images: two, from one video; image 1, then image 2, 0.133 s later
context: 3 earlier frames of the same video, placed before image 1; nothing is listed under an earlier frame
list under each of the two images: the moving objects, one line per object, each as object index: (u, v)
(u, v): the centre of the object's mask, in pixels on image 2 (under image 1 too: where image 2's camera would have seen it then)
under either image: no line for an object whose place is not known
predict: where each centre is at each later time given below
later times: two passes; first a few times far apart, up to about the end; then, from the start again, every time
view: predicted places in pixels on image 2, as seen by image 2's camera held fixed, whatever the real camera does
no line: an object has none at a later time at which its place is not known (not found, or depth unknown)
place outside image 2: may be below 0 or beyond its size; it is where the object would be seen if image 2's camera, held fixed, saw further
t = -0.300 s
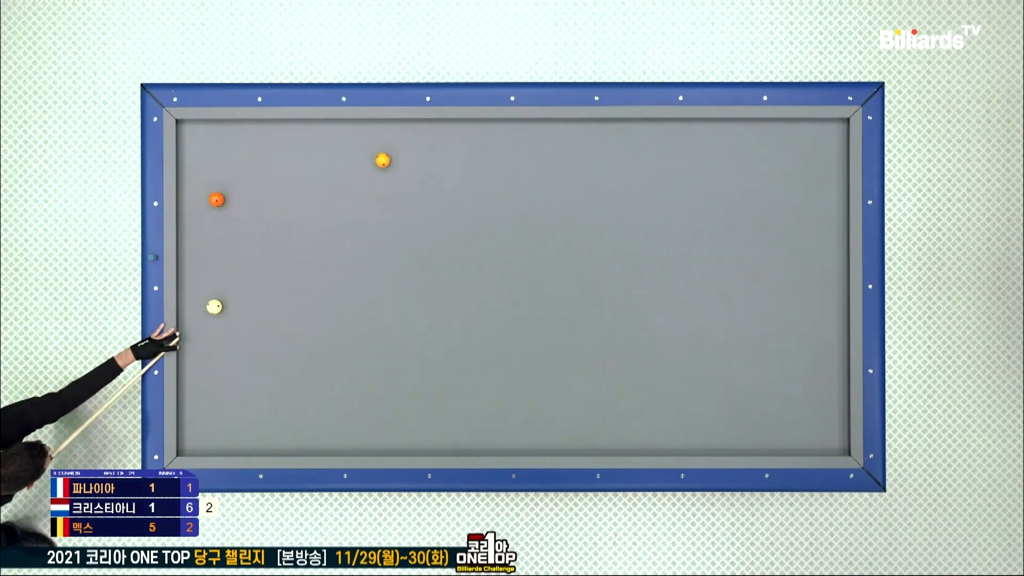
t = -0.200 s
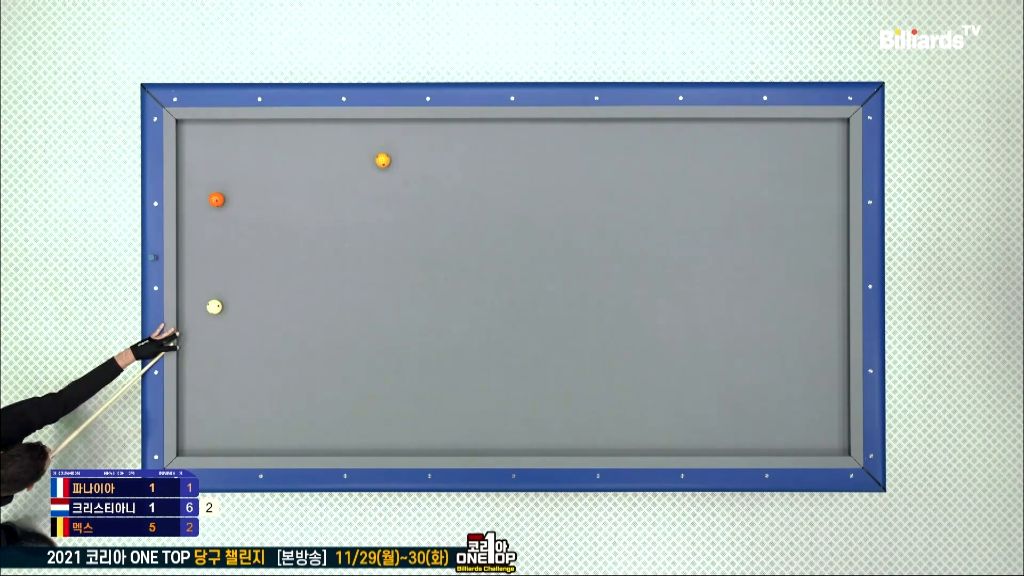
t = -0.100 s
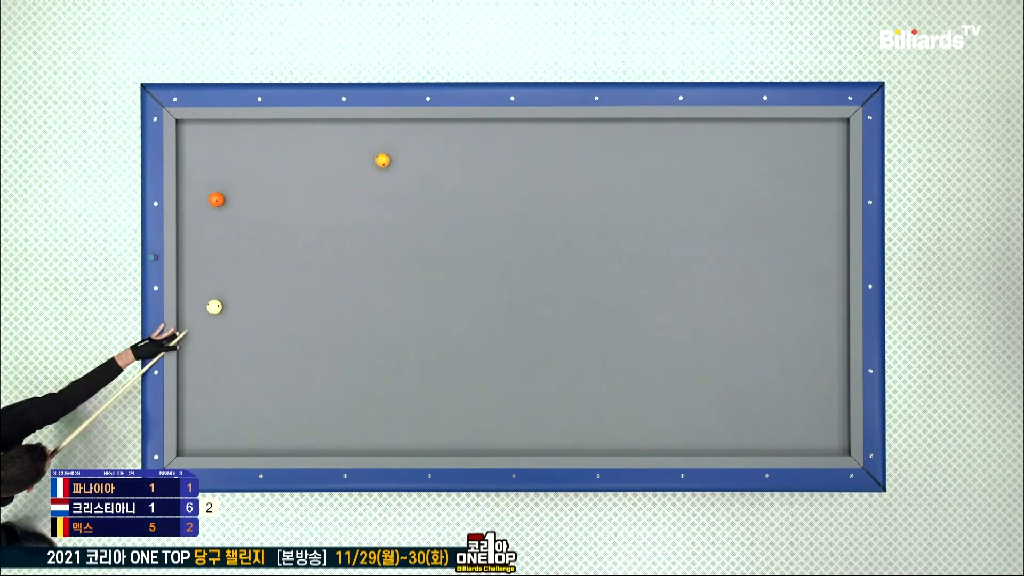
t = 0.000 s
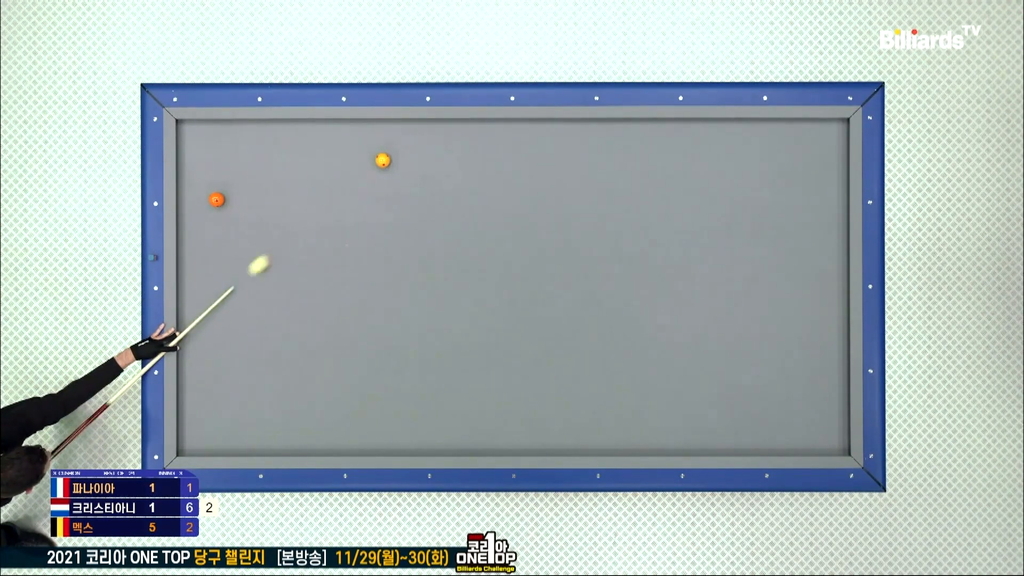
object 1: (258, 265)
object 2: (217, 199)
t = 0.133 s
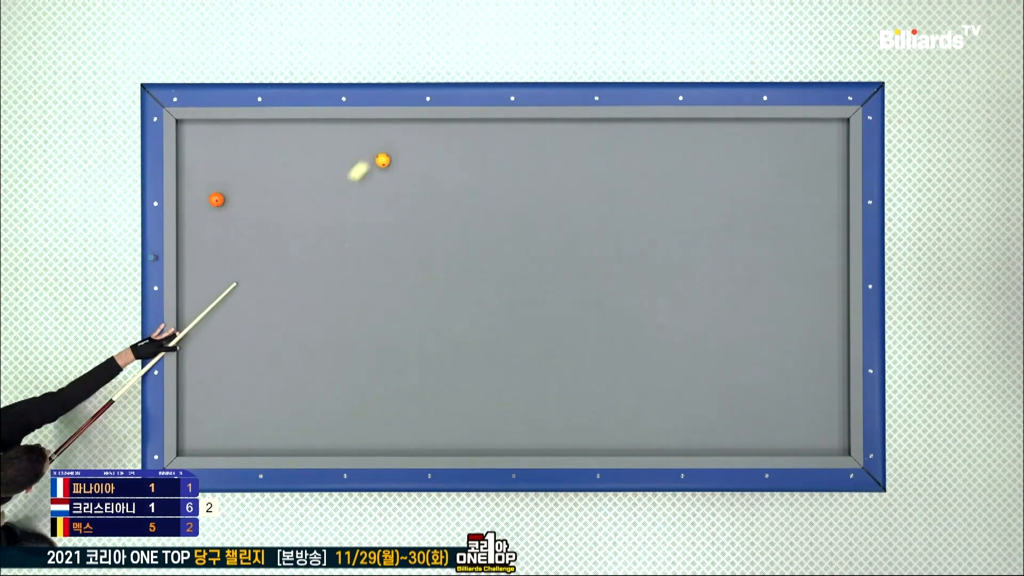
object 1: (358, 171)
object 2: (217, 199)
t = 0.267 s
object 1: (355, 146)
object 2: (217, 199)
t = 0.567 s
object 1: (307, 256)
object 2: (217, 199)
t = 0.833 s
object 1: (270, 338)
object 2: (217, 199)
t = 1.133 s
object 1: (228, 428)
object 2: (217, 199)
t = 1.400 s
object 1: (207, 410)
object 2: (217, 199)
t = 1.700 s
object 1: (189, 364)
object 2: (217, 199)
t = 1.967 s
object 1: (189, 327)
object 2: (217, 199)
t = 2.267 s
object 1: (198, 290)
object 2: (217, 199)
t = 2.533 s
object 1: (206, 257)
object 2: (217, 199)
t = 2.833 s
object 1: (215, 222)
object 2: (217, 199)
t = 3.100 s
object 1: (223, 210)
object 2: (215, 183)
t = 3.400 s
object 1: (232, 203)
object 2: (213, 163)
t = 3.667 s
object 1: (240, 197)
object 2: (212, 145)
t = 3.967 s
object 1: (248, 191)
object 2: (210, 127)
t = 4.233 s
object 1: (254, 186)
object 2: (209, 135)
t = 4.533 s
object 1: (261, 181)
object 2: (208, 145)
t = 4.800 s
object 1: (265, 177)
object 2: (206, 153)
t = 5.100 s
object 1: (270, 173)
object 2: (205, 161)
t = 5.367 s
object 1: (274, 170)
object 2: (204, 167)
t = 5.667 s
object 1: (277, 168)
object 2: (203, 174)
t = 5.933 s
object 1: (280, 166)
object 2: (202, 179)
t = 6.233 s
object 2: (201, 183)
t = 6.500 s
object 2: (200, 187)
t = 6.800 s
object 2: (199, 190)
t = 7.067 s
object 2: (199, 192)
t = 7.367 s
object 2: (198, 194)
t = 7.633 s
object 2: (198, 194)
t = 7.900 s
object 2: (197, 194)
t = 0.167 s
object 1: (367, 150)
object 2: (217, 199)
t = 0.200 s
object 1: (366, 132)
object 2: (217, 199)
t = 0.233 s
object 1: (361, 132)
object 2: (217, 199)
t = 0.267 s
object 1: (355, 146)
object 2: (217, 199)
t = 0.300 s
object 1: (349, 161)
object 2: (217, 199)
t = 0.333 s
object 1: (343, 174)
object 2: (217, 199)
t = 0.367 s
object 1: (338, 188)
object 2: (217, 199)
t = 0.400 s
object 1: (332, 200)
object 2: (217, 199)
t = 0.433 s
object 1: (327, 213)
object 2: (217, 199)
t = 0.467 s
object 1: (322, 224)
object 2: (217, 199)
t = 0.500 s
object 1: (316, 236)
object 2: (217, 199)
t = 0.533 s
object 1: (311, 246)
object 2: (217, 199)
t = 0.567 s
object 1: (307, 256)
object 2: (217, 199)
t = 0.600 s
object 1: (302, 266)
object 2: (217, 199)
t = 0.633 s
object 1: (298, 277)
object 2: (217, 199)
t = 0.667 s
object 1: (293, 287)
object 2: (217, 199)
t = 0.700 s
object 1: (288, 297)
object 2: (217, 199)
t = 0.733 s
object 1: (283, 307)
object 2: (217, 199)
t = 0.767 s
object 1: (279, 317)
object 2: (217, 199)
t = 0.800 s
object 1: (274, 328)
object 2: (217, 199)
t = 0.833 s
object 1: (270, 338)
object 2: (217, 199)
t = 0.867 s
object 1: (265, 348)
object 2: (217, 199)
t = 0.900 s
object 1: (260, 358)
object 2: (217, 199)
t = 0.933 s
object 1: (256, 368)
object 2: (217, 199)
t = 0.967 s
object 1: (251, 378)
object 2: (217, 199)
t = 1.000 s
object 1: (247, 388)
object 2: (217, 199)
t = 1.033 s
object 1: (242, 398)
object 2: (217, 199)
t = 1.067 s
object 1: (237, 408)
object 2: (216, 199)
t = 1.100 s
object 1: (233, 418)
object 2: (217, 199)
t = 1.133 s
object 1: (228, 428)
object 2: (217, 199)
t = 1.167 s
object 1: (223, 439)
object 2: (217, 199)
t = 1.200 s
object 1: (219, 448)
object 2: (217, 199)
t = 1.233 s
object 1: (217, 444)
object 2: (217, 199)
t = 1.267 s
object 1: (215, 436)
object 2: (217, 199)
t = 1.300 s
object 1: (213, 429)
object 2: (217, 199)
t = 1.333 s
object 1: (211, 422)
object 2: (217, 199)
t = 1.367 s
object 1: (210, 415)
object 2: (217, 199)
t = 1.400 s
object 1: (207, 410)
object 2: (217, 199)
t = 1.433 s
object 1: (206, 404)
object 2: (217, 199)
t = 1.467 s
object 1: (203, 399)
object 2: (217, 199)
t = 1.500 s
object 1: (202, 394)
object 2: (217, 199)
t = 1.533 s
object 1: (200, 389)
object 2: (217, 199)
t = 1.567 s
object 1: (198, 384)
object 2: (217, 199)
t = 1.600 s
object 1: (196, 379)
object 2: (217, 199)
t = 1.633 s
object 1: (194, 374)
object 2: (217, 199)
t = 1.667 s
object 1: (191, 369)
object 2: (217, 199)
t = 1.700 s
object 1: (189, 364)
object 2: (217, 199)
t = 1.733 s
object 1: (187, 359)
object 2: (217, 199)
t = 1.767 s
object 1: (185, 354)
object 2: (217, 199)
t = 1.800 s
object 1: (184, 349)
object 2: (217, 199)
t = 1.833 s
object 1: (185, 344)
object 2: (217, 199)
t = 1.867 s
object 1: (186, 340)
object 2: (217, 199)
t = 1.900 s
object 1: (187, 336)
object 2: (217, 199)
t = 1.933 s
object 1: (188, 332)
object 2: (217, 199)
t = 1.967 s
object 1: (189, 327)
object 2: (217, 199)
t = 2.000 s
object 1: (190, 323)
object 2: (217, 199)
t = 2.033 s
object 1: (191, 319)
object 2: (217, 199)
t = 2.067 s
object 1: (192, 315)
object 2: (217, 199)
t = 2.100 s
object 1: (193, 311)
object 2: (217, 199)
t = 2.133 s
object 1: (194, 306)
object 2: (217, 199)
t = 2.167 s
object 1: (195, 302)
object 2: (217, 199)
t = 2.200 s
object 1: (196, 298)
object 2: (217, 199)
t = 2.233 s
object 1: (197, 294)
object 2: (217, 199)
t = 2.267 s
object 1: (198, 290)
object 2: (217, 199)
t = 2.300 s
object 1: (199, 286)
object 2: (217, 199)
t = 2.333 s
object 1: (200, 282)
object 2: (217, 199)
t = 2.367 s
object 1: (201, 278)
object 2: (217, 199)
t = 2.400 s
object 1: (202, 273)
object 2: (217, 199)
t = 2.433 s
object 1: (203, 269)
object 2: (217, 199)
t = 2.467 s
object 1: (204, 265)
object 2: (217, 199)
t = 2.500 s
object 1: (205, 261)
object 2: (217, 199)
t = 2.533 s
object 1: (206, 257)
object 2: (217, 199)
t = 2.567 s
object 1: (207, 253)
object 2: (217, 199)
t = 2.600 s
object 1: (208, 249)
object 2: (217, 199)
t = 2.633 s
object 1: (209, 245)
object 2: (217, 199)
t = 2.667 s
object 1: (210, 241)
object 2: (217, 199)
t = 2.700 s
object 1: (211, 237)
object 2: (217, 199)
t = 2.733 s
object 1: (212, 234)
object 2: (217, 199)
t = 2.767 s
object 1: (213, 230)
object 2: (217, 199)
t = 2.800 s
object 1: (214, 226)
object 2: (217, 199)
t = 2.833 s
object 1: (215, 222)
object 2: (217, 199)
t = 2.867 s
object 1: (216, 218)
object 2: (217, 199)
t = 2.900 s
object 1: (217, 215)
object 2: (217, 199)
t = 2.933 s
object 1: (218, 214)
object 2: (216, 196)
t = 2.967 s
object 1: (219, 213)
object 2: (216, 193)
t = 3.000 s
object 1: (220, 213)
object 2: (216, 190)
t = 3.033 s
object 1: (221, 212)
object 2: (216, 188)
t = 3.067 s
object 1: (222, 211)
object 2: (215, 185)
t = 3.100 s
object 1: (223, 210)
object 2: (215, 183)
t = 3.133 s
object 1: (224, 209)
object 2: (215, 180)
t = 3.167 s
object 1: (225, 208)
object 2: (215, 178)
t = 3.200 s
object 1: (226, 207)
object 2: (214, 176)
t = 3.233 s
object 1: (227, 206)
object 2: (214, 174)
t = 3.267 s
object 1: (229, 206)
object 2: (214, 171)
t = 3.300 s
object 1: (229, 205)
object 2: (214, 169)
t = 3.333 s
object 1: (230, 204)
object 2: (214, 167)
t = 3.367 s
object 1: (231, 203)
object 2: (213, 165)
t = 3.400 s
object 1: (232, 203)
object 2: (213, 163)
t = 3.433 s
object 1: (234, 202)
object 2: (213, 161)
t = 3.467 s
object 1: (234, 201)
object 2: (213, 158)
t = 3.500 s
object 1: (236, 200)
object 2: (213, 156)
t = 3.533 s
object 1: (236, 200)
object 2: (213, 153)
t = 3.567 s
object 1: (237, 199)
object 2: (213, 151)
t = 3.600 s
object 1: (238, 198)
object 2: (212, 149)
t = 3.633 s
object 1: (239, 197)
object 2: (212, 147)
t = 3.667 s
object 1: (240, 197)
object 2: (212, 145)
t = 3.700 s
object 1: (241, 196)
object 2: (212, 143)
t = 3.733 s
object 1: (242, 196)
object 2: (211, 141)
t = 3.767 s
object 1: (243, 195)
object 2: (211, 139)
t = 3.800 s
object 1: (244, 194)
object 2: (211, 137)
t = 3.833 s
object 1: (245, 193)
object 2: (211, 135)
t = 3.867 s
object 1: (245, 193)
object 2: (211, 133)
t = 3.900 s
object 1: (246, 192)
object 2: (211, 131)
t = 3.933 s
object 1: (247, 191)
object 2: (210, 129)
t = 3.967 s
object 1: (248, 191)
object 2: (210, 127)
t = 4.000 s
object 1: (249, 190)
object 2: (210, 127)
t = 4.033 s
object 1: (249, 190)
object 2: (210, 128)
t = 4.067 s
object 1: (250, 189)
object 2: (210, 129)
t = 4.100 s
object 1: (251, 188)
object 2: (209, 131)
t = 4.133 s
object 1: (252, 187)
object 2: (209, 132)
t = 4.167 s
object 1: (253, 187)
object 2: (209, 133)
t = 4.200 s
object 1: (253, 186)
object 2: (209, 134)
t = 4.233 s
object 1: (254, 186)
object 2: (209, 135)
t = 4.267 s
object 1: (255, 185)
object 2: (209, 137)
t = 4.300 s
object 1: (256, 185)
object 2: (209, 138)
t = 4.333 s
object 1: (256, 184)
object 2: (209, 139)
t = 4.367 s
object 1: (257, 184)
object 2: (208, 140)
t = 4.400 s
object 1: (258, 183)
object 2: (208, 141)
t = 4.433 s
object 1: (259, 182)
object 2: (208, 142)
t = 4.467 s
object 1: (259, 182)
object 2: (208, 143)
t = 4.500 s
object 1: (260, 182)
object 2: (208, 144)
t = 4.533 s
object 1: (261, 181)
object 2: (208, 145)
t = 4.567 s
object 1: (261, 180)
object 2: (207, 146)
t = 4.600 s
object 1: (262, 180)
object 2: (207, 147)
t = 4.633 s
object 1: (263, 180)
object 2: (207, 148)
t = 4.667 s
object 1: (263, 179)
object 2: (207, 149)
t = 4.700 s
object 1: (264, 179)
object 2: (207, 150)
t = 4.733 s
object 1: (264, 178)
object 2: (207, 151)
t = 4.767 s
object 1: (265, 178)
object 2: (206, 152)
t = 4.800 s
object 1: (265, 177)
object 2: (206, 153)
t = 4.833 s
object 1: (266, 177)
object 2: (206, 154)
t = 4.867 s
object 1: (267, 176)
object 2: (206, 155)
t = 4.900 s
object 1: (267, 176)
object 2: (206, 156)
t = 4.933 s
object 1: (268, 175)
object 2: (206, 157)
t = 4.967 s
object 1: (268, 175)
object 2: (205, 158)
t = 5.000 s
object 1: (269, 174)
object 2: (205, 158)
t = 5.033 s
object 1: (269, 174)
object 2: (205, 159)
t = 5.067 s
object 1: (270, 174)
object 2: (205, 160)
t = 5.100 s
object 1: (270, 173)
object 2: (205, 161)
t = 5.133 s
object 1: (271, 173)
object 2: (205, 162)
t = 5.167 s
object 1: (271, 172)
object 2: (204, 163)
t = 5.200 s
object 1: (272, 172)
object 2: (204, 164)
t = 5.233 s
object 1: (272, 172)
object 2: (204, 164)
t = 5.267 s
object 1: (273, 171)
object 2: (204, 165)
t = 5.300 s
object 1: (273, 171)
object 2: (204, 166)
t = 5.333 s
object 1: (274, 171)
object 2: (204, 166)
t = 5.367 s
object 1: (274, 170)
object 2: (204, 167)
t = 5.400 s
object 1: (274, 170)
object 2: (204, 168)
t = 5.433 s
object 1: (275, 170)
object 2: (204, 169)
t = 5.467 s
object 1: (275, 169)
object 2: (204, 169)
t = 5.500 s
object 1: (276, 169)
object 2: (204, 170)
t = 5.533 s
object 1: (276, 169)
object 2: (203, 171)
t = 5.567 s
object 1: (276, 169)
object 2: (203, 172)
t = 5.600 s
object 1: (277, 168)
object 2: (203, 173)
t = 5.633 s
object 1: (277, 168)
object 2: (203, 173)
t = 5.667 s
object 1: (277, 168)
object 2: (203, 174)
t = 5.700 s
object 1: (278, 168)
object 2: (203, 174)
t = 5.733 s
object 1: (278, 167)
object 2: (202, 175)
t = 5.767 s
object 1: (278, 167)
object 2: (202, 176)
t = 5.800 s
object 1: (279, 167)
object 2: (202, 176)
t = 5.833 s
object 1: (279, 167)
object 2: (202, 177)
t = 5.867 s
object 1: (279, 167)
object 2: (202, 178)
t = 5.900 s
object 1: (279, 166)
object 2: (202, 178)
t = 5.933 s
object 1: (280, 166)
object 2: (202, 179)
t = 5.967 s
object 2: (202, 179)
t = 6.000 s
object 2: (201, 180)
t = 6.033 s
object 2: (201, 180)
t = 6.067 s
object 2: (201, 181)
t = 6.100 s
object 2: (201, 181)
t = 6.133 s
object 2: (201, 182)
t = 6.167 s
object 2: (201, 182)
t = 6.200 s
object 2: (201, 183)
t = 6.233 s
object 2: (201, 183)
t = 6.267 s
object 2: (201, 184)
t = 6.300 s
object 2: (200, 185)
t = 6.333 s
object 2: (200, 185)
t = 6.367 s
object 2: (200, 186)
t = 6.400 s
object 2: (200, 186)
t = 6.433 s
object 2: (200, 186)
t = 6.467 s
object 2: (200, 187)
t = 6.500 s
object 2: (200, 187)
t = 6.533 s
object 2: (200, 187)
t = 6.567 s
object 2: (200, 188)
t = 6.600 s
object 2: (200, 188)
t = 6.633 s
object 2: (200, 189)
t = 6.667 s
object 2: (200, 189)
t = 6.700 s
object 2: (199, 189)
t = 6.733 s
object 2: (199, 190)
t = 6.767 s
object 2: (199, 190)
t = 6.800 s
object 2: (199, 190)
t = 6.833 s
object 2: (199, 190)
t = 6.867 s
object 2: (199, 191)
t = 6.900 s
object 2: (199, 191)
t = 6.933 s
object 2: (199, 191)
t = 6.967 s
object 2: (199, 191)
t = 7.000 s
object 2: (199, 192)
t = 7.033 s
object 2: (199, 192)
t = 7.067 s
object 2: (199, 192)
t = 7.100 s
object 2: (199, 192)
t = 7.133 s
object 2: (199, 193)
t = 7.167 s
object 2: (199, 193)
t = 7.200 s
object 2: (199, 193)
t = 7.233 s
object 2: (198, 193)
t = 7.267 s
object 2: (198, 193)
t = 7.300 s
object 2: (198, 193)
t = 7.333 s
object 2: (198, 193)
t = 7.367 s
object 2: (198, 194)
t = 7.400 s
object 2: (198, 194)
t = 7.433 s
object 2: (198, 194)
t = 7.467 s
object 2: (198, 194)
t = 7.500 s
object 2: (198, 194)
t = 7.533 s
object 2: (198, 194)
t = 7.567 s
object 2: (198, 194)
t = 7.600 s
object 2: (198, 194)
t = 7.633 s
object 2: (198, 194)
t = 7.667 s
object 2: (197, 194)
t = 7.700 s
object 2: (197, 194)
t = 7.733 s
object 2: (197, 194)
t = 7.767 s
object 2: (197, 194)
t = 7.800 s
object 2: (197, 194)
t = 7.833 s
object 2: (197, 194)
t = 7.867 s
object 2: (197, 194)
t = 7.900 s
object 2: (197, 194)
